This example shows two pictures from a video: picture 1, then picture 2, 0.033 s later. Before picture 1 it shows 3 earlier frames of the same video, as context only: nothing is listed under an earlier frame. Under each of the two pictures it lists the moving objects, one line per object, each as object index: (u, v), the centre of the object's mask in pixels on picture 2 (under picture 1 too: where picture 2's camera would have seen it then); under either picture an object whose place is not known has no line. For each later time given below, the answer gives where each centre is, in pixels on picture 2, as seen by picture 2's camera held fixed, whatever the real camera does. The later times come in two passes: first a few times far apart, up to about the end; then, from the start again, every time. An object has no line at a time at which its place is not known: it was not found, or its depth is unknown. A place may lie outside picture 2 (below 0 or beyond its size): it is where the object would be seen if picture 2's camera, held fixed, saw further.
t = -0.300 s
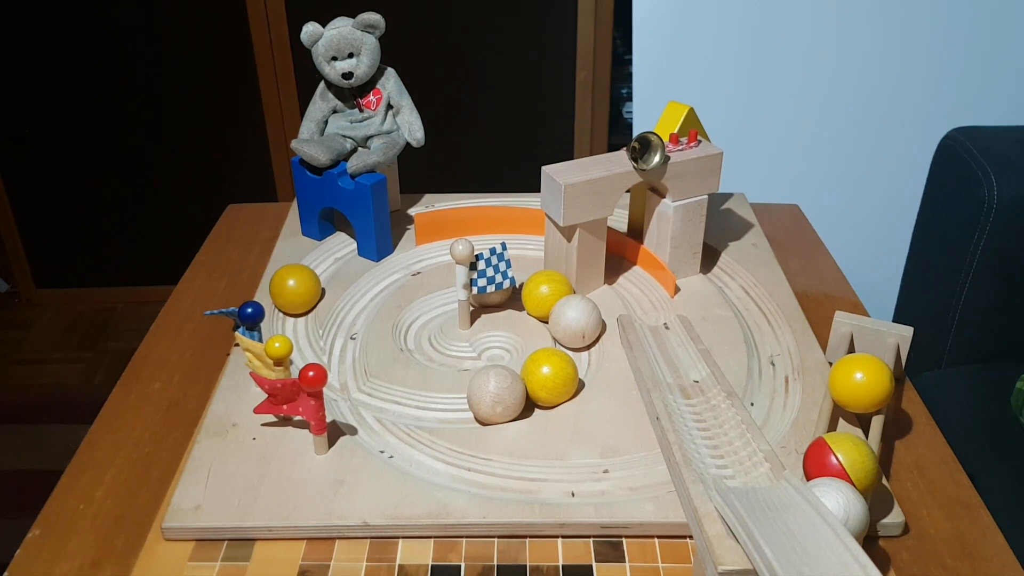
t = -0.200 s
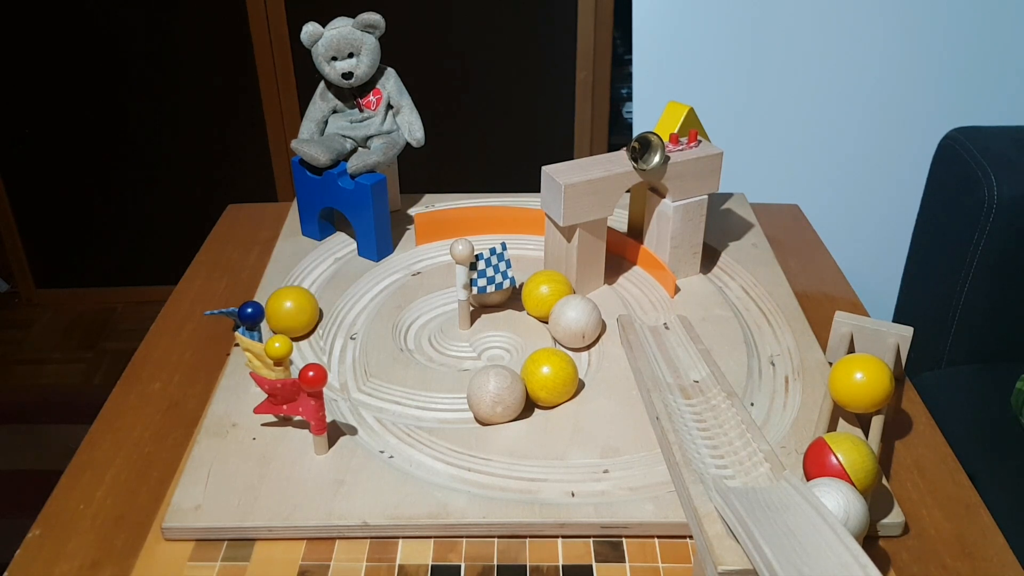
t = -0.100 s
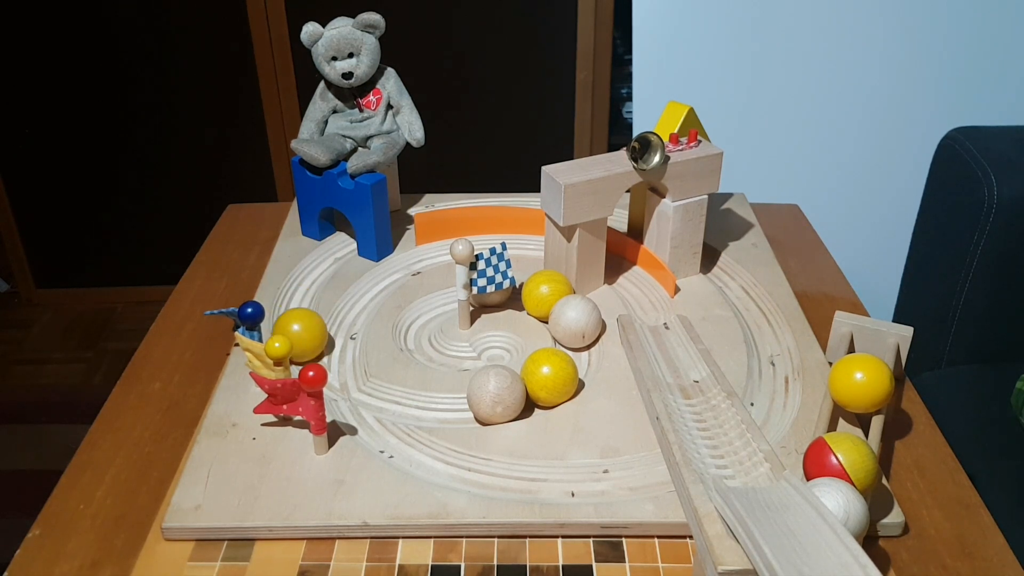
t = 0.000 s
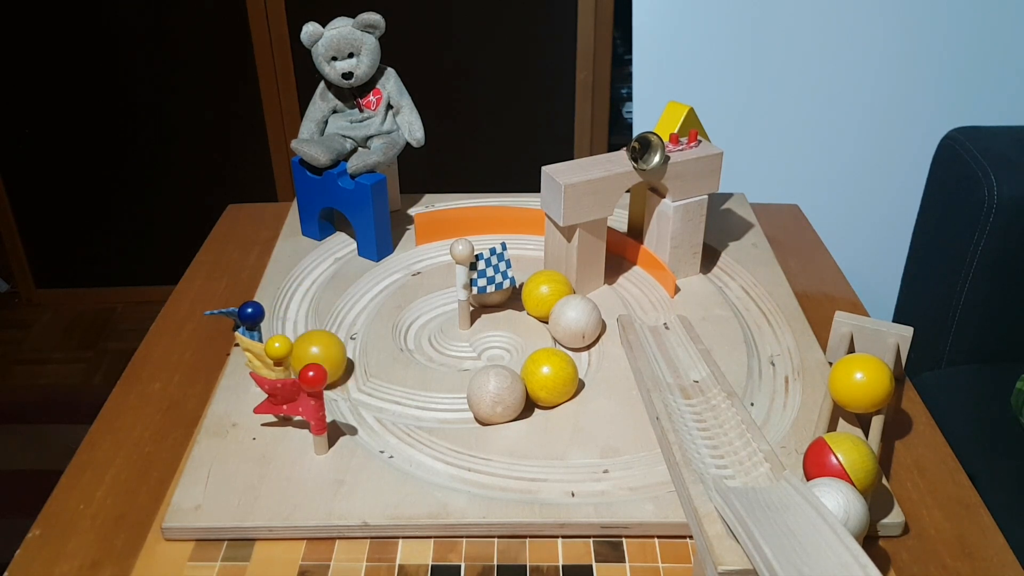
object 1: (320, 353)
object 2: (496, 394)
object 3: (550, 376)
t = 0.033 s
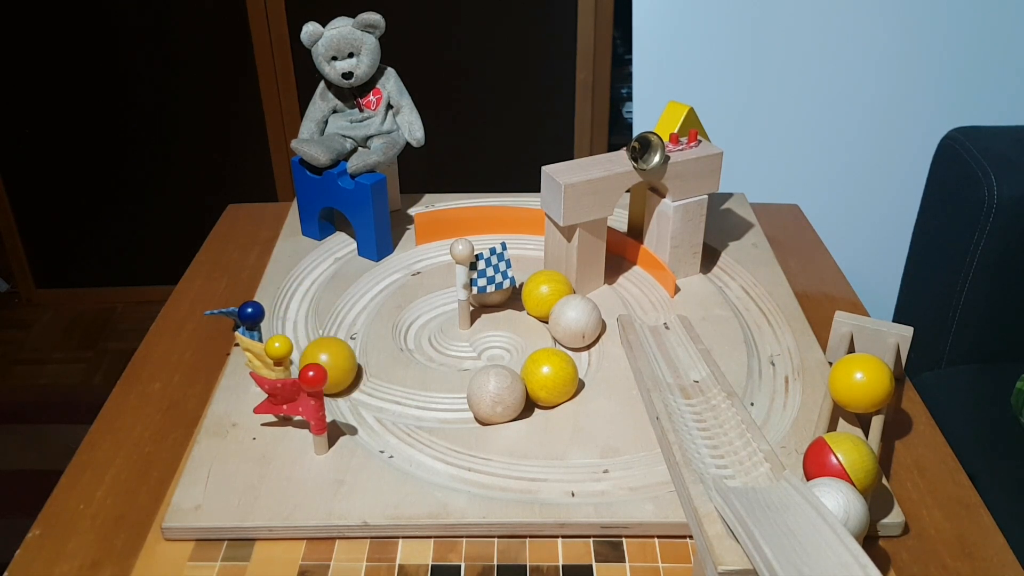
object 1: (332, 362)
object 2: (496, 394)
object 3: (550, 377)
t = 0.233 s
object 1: (402, 394)
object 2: (496, 394)
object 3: (550, 376)
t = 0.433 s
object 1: (445, 398)
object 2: (506, 393)
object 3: (561, 368)
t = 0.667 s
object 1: (460, 397)
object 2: (524, 388)
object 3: (573, 353)
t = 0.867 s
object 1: (469, 397)
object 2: (537, 383)
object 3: (576, 350)
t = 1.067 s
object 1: (477, 396)
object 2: (543, 380)
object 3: (577, 348)
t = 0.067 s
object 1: (342, 370)
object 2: (496, 394)
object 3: (550, 376)
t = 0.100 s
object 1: (350, 377)
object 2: (496, 394)
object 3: (550, 377)
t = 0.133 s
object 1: (361, 383)
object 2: (496, 394)
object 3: (550, 377)
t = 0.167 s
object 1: (373, 388)
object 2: (496, 394)
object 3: (550, 377)
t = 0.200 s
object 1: (386, 391)
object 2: (496, 394)
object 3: (550, 376)
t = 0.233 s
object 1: (402, 394)
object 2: (496, 394)
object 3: (550, 376)
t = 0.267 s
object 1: (416, 393)
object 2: (496, 394)
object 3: (550, 377)
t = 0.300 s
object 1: (430, 397)
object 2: (496, 395)
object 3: (550, 377)
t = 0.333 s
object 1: (437, 398)
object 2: (498, 394)
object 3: (552, 375)
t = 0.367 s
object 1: (440, 398)
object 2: (500, 393)
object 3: (555, 373)
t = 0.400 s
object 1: (443, 396)
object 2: (503, 393)
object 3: (558, 371)
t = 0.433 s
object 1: (445, 398)
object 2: (506, 393)
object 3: (561, 368)
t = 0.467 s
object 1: (446, 398)
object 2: (509, 391)
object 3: (564, 366)
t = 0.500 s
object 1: (449, 397)
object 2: (512, 391)
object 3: (566, 364)
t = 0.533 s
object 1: (451, 398)
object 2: (515, 390)
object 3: (568, 361)
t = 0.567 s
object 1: (453, 398)
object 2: (517, 390)
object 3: (570, 359)
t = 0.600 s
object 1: (456, 398)
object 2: (520, 389)
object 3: (571, 357)
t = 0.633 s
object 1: (458, 398)
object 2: (522, 388)
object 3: (572, 355)
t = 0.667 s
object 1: (460, 397)
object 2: (524, 388)
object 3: (573, 353)
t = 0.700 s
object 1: (462, 398)
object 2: (527, 387)
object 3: (574, 352)
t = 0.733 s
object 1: (464, 397)
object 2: (529, 386)
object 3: (574, 351)
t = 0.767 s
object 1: (465, 398)
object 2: (531, 385)
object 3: (575, 351)
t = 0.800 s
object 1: (467, 397)
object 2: (533, 384)
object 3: (575, 351)
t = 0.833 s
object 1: (468, 397)
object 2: (535, 384)
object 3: (575, 350)
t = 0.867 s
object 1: (469, 397)
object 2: (537, 383)
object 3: (576, 350)
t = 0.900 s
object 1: (471, 397)
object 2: (539, 382)
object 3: (576, 349)
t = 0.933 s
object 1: (472, 397)
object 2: (540, 382)
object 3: (577, 349)
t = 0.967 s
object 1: (474, 397)
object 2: (541, 381)
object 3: (577, 349)
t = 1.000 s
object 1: (475, 397)
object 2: (542, 380)
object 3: (577, 349)
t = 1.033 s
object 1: (476, 396)
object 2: (543, 380)
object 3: (577, 348)
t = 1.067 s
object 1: (477, 396)
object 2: (543, 380)
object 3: (577, 348)
